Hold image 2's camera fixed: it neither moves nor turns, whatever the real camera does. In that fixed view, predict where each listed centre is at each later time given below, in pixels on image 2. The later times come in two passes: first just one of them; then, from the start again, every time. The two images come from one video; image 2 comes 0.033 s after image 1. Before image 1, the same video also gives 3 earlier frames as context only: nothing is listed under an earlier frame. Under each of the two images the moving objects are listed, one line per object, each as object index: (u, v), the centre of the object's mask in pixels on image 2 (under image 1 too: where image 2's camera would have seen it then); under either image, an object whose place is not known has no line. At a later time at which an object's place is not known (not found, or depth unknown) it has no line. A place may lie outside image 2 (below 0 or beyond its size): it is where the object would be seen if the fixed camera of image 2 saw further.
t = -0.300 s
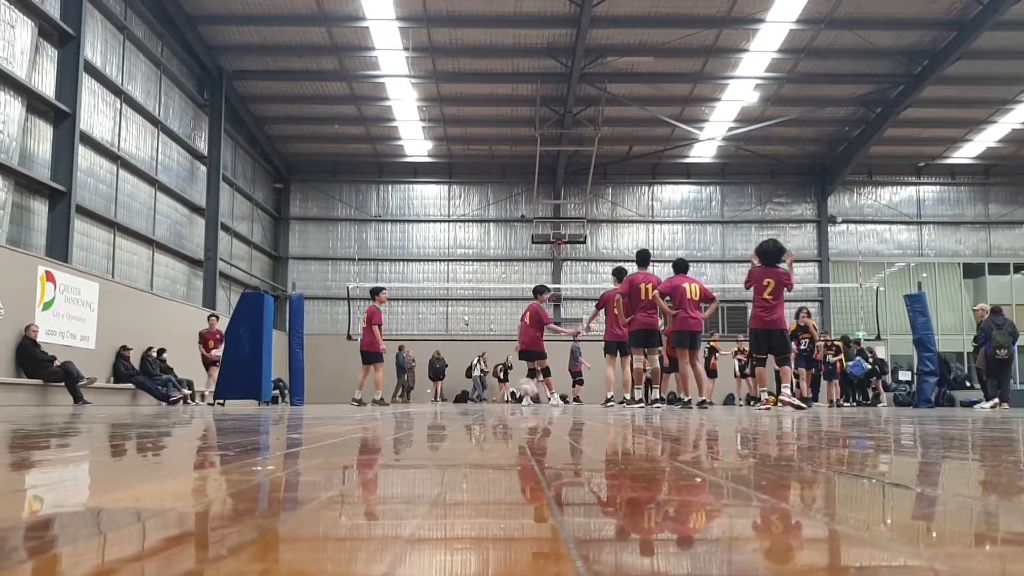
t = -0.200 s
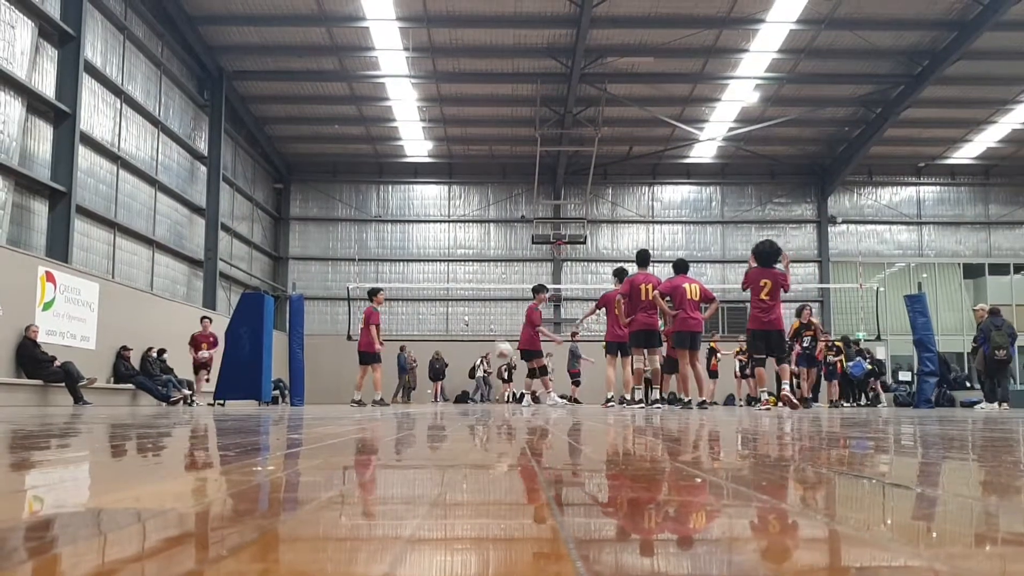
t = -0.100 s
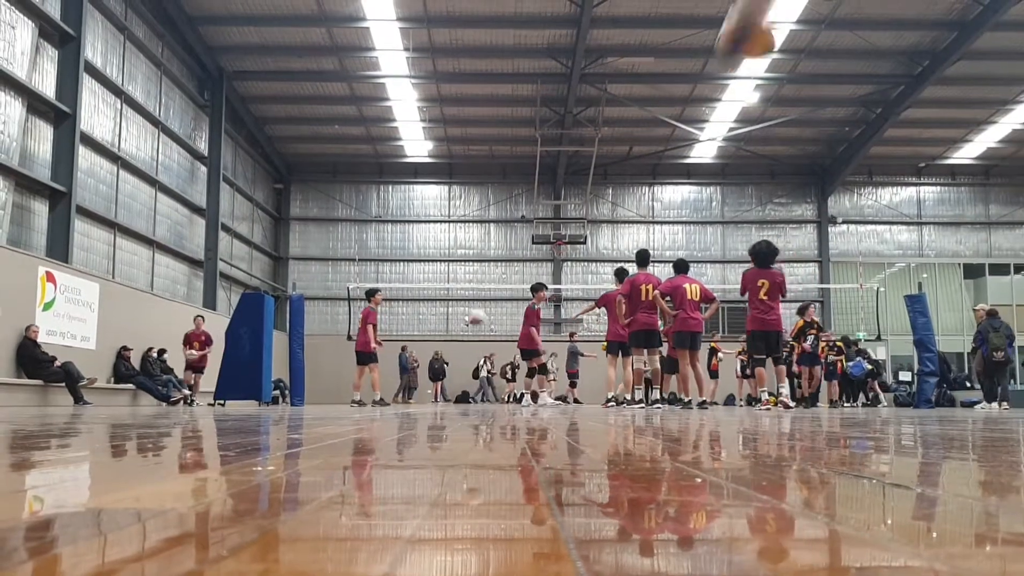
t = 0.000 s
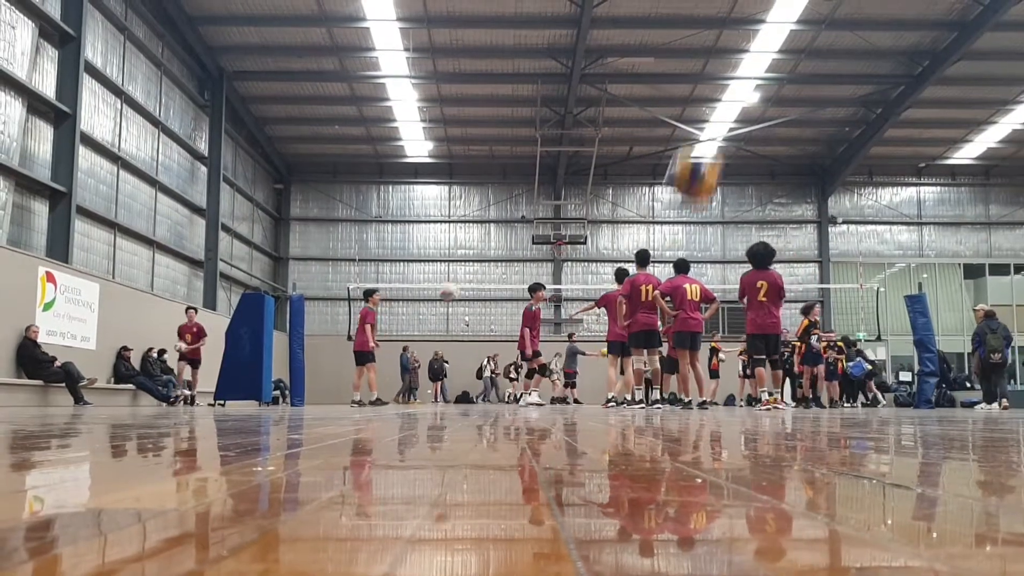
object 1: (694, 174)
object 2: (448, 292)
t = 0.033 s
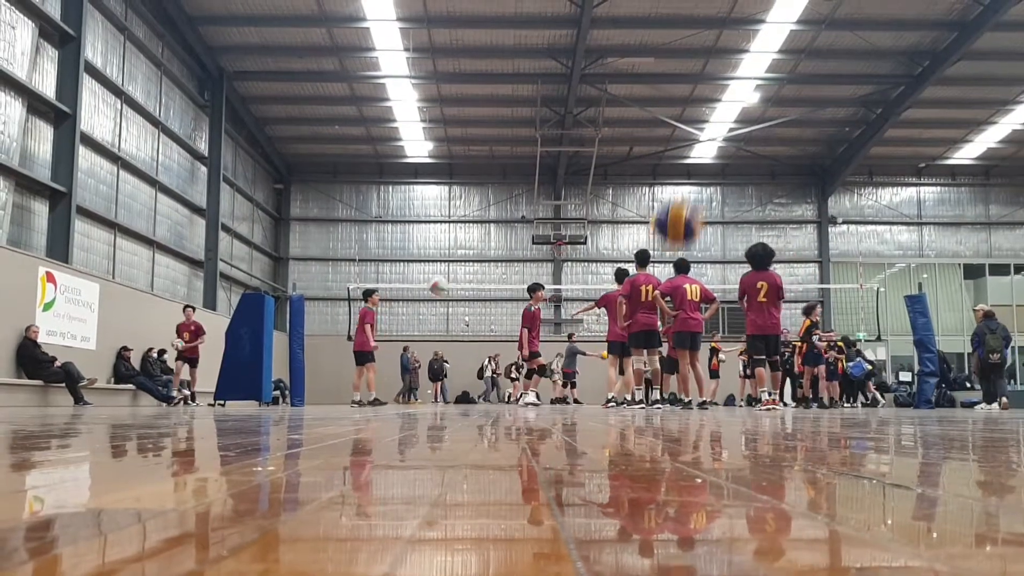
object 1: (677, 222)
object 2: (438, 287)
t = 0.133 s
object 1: (636, 352)
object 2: (404, 270)
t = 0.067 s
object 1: (662, 269)
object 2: (427, 281)
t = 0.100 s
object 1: (648, 312)
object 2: (417, 274)
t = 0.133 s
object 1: (636, 352)
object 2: (404, 270)
